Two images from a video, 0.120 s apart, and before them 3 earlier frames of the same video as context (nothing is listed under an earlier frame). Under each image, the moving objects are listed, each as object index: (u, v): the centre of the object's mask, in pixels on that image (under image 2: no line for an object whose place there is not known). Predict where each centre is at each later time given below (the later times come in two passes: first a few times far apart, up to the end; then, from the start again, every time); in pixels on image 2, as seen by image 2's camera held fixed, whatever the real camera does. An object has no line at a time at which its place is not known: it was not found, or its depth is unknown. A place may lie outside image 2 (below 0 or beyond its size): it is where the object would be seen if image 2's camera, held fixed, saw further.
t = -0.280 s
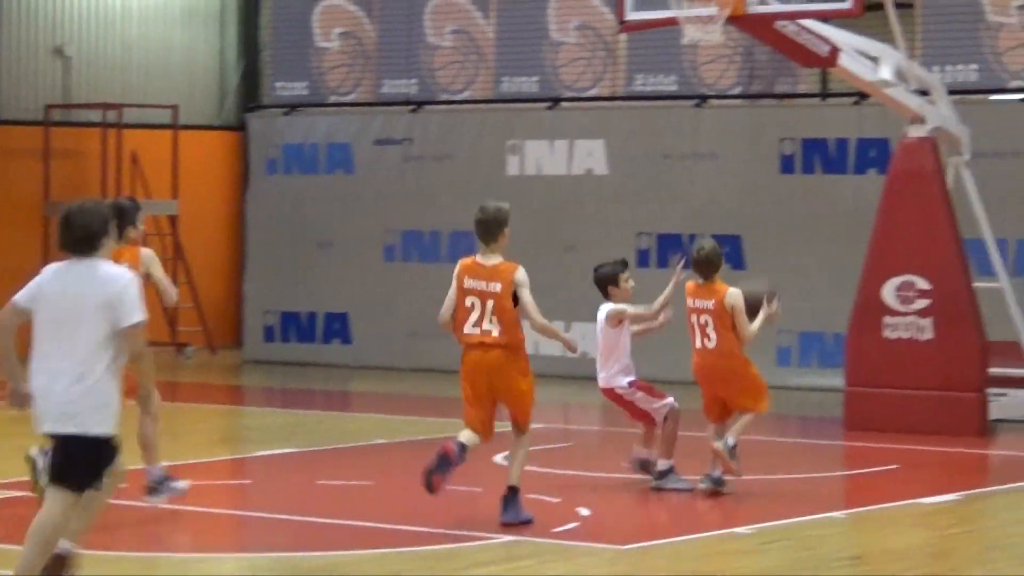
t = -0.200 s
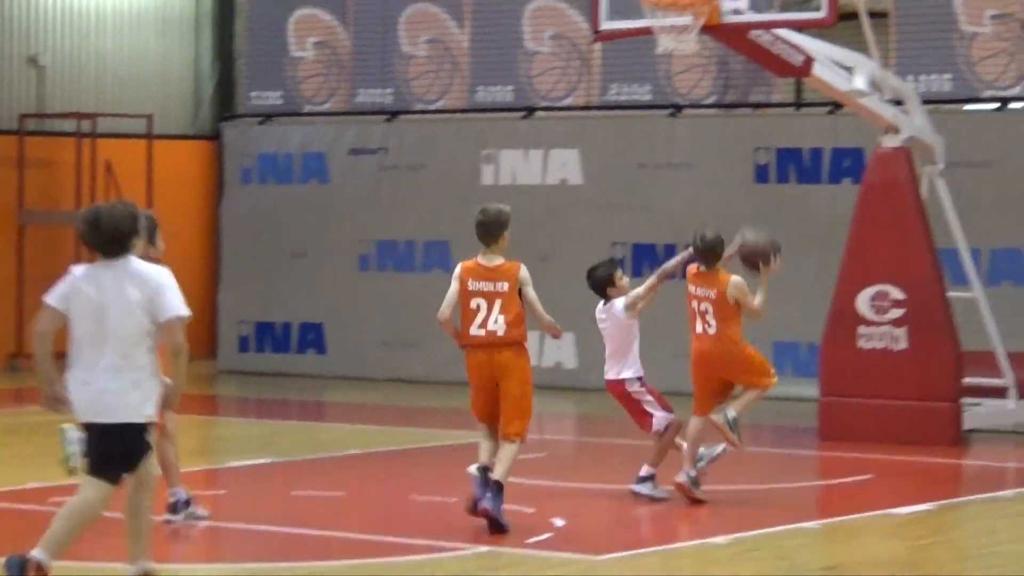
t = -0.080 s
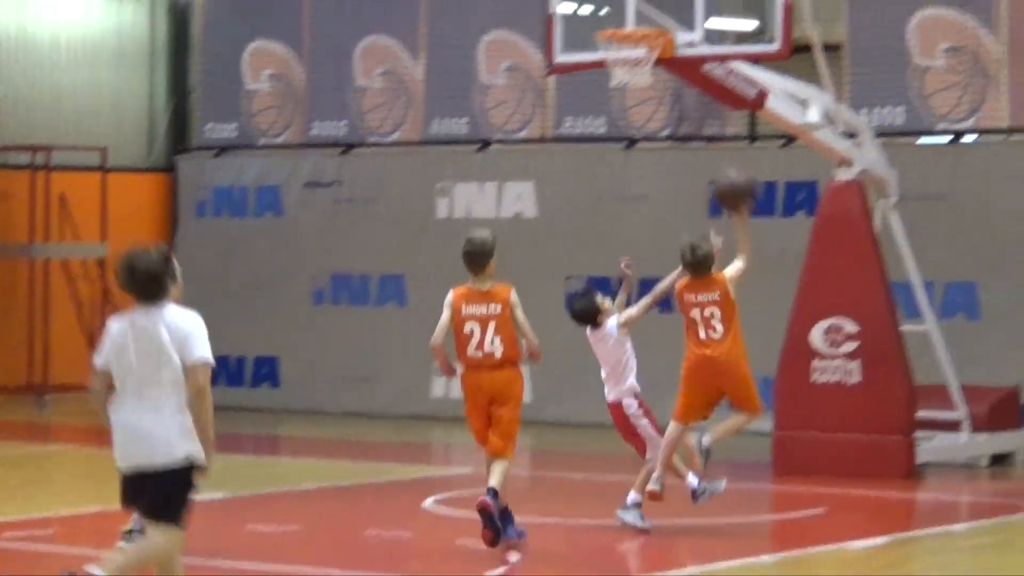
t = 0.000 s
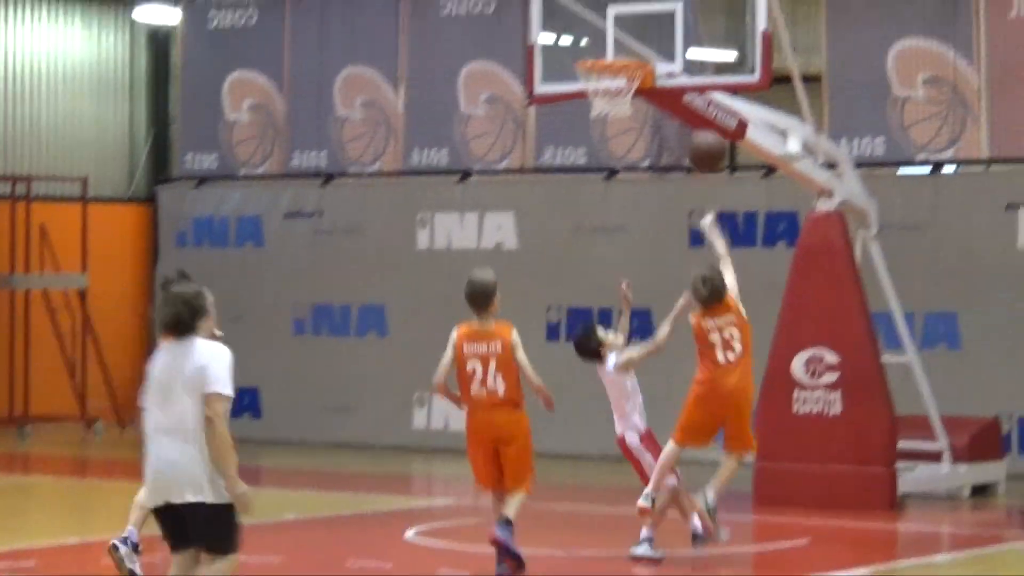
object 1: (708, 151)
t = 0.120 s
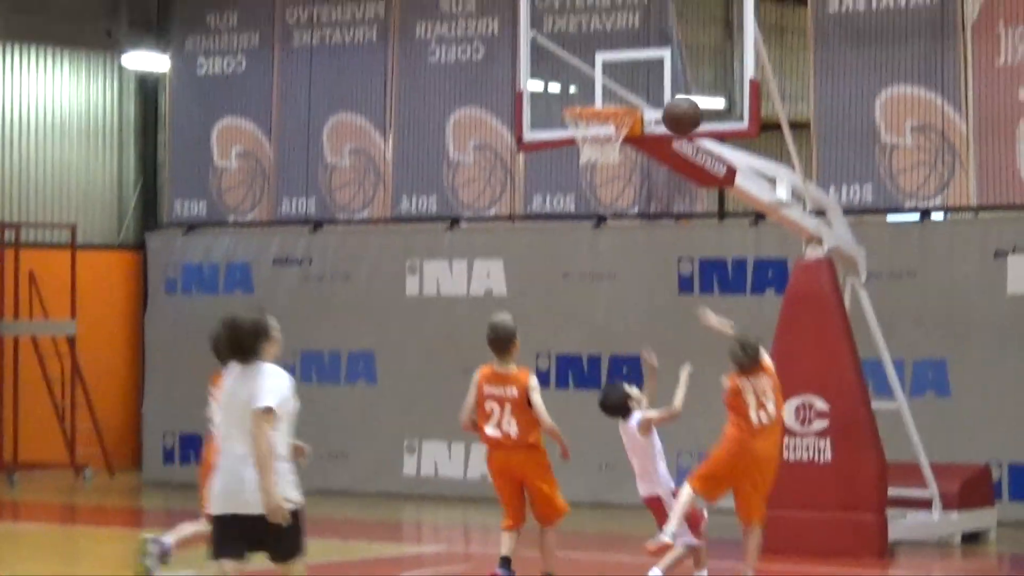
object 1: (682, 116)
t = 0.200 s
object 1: (673, 77)
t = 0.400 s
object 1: (652, 24)
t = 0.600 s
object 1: (631, 34)
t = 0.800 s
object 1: (613, 90)
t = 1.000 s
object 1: (600, 54)
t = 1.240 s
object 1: (581, 92)
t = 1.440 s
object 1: (564, 82)
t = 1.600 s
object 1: (546, 99)
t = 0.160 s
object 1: (677, 94)
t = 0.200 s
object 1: (673, 77)
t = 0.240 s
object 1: (669, 60)
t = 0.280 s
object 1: (665, 47)
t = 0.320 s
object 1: (660, 36)
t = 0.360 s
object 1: (656, 29)
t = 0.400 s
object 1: (652, 24)
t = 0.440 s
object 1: (648, 22)
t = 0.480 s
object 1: (644, 21)
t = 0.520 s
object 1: (641, 22)
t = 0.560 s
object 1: (636, 26)
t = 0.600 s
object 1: (631, 34)
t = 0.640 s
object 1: (628, 44)
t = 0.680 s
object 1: (623, 56)
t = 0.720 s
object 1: (620, 70)
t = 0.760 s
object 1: (615, 86)
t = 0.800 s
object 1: (613, 90)
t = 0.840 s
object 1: (612, 76)
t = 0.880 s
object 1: (609, 65)
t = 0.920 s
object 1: (606, 60)
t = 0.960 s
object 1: (602, 56)
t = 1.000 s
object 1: (600, 54)
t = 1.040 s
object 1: (597, 54)
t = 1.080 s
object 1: (593, 58)
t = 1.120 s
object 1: (590, 62)
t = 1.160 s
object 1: (587, 70)
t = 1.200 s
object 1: (584, 81)
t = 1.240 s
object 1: (581, 92)
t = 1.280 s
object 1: (578, 89)
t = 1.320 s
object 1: (574, 84)
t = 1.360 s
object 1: (571, 81)
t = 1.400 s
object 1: (568, 80)
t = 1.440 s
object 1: (564, 82)
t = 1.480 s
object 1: (562, 83)
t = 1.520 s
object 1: (557, 88)
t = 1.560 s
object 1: (551, 93)
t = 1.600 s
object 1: (546, 99)
